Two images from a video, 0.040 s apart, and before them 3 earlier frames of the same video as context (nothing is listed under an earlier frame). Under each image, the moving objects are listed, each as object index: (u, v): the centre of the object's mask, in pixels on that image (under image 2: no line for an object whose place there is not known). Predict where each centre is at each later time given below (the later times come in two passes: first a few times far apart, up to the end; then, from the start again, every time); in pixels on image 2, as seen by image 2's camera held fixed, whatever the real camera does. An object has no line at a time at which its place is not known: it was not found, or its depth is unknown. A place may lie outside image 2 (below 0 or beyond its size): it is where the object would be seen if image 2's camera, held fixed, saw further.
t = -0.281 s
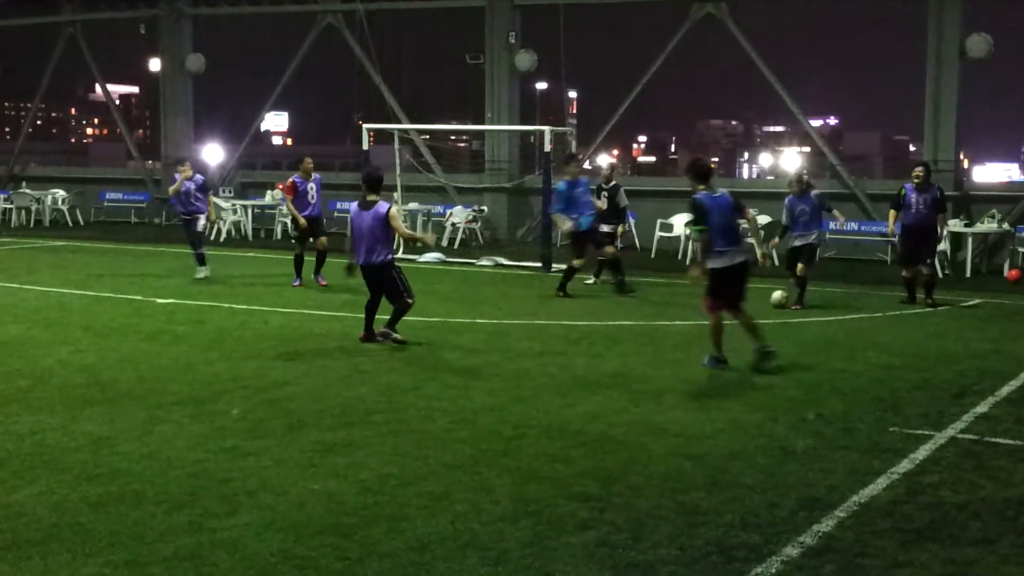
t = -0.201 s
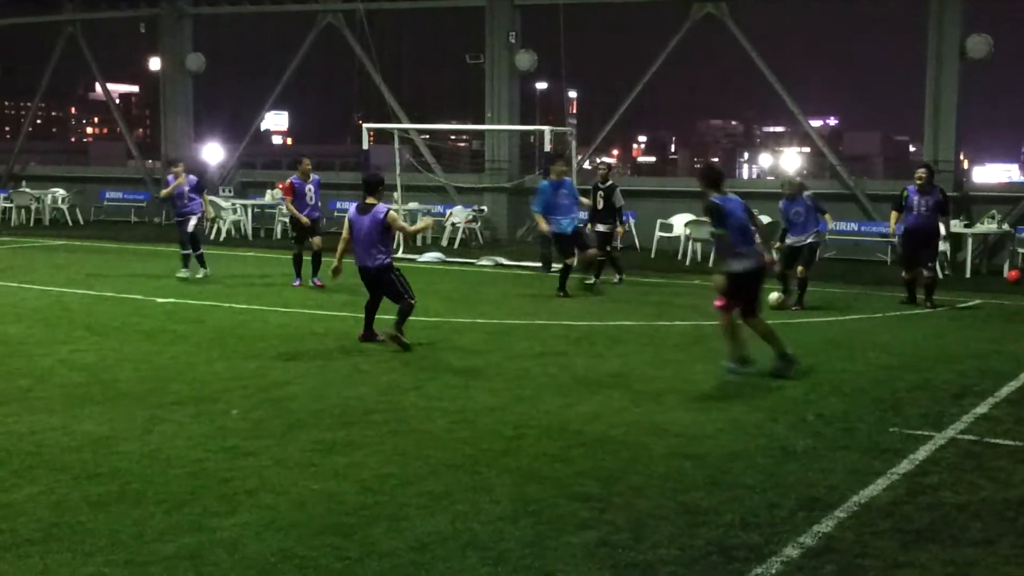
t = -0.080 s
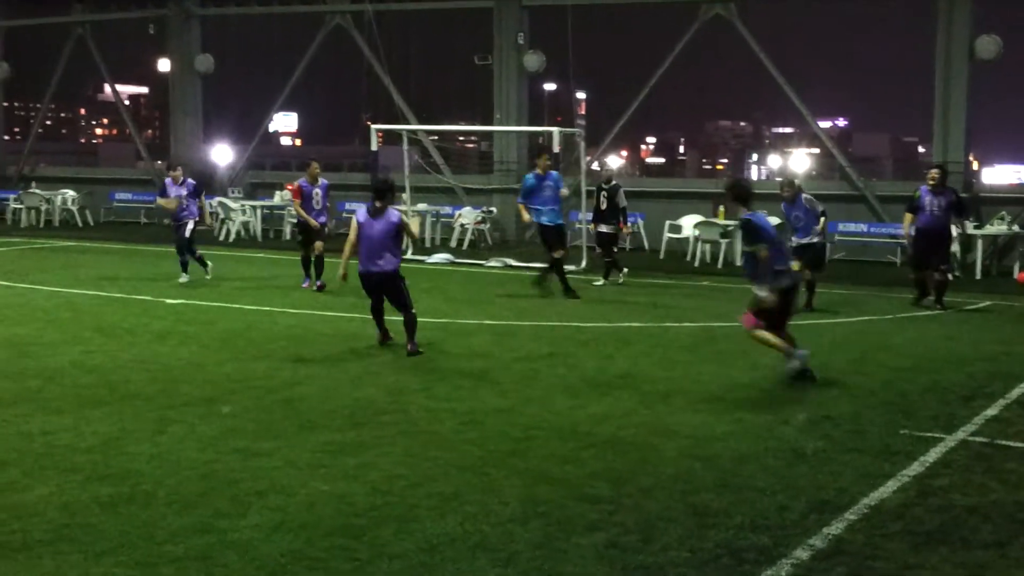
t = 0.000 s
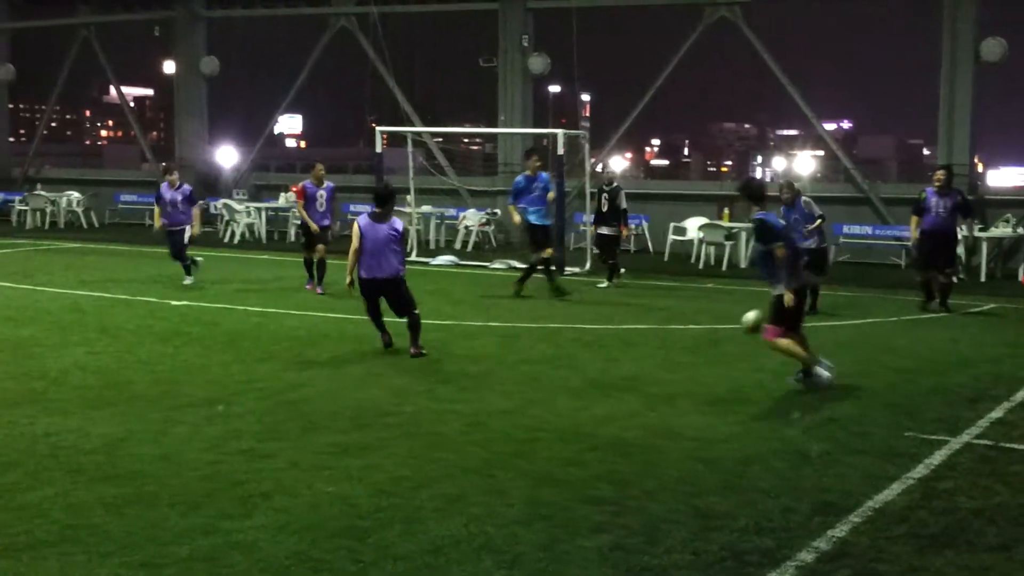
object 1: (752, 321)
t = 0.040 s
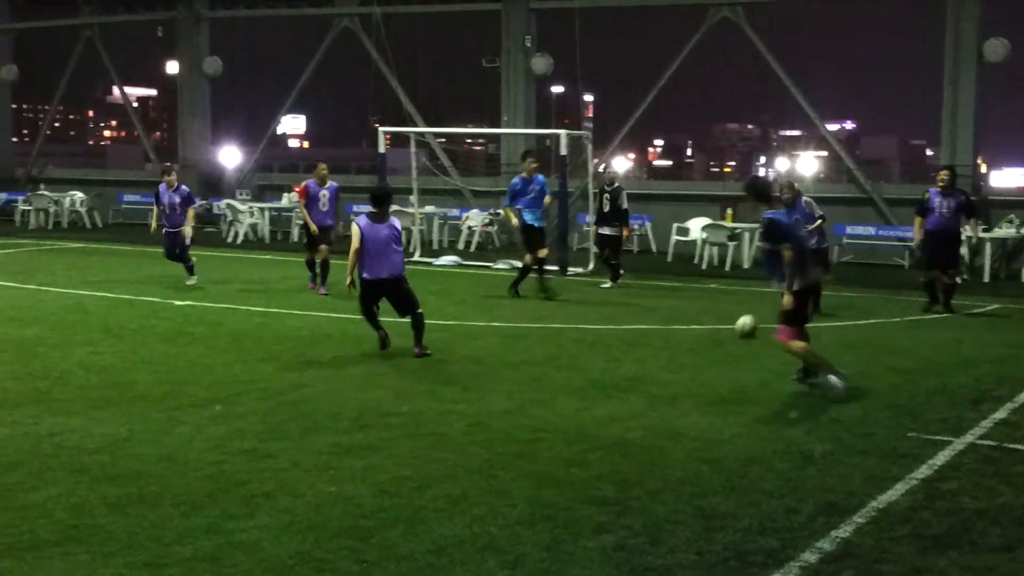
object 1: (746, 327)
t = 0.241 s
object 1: (700, 348)
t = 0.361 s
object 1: (670, 362)
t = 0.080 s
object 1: (737, 331)
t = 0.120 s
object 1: (728, 334)
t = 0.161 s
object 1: (718, 338)
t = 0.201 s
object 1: (709, 343)
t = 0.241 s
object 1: (700, 348)
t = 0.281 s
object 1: (691, 352)
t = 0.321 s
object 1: (680, 357)
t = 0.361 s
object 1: (670, 362)
